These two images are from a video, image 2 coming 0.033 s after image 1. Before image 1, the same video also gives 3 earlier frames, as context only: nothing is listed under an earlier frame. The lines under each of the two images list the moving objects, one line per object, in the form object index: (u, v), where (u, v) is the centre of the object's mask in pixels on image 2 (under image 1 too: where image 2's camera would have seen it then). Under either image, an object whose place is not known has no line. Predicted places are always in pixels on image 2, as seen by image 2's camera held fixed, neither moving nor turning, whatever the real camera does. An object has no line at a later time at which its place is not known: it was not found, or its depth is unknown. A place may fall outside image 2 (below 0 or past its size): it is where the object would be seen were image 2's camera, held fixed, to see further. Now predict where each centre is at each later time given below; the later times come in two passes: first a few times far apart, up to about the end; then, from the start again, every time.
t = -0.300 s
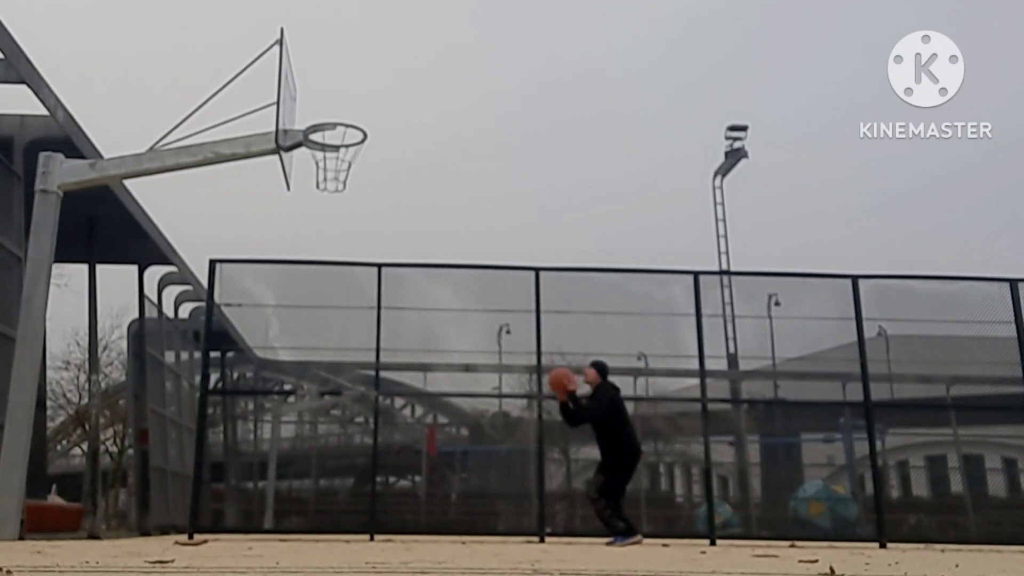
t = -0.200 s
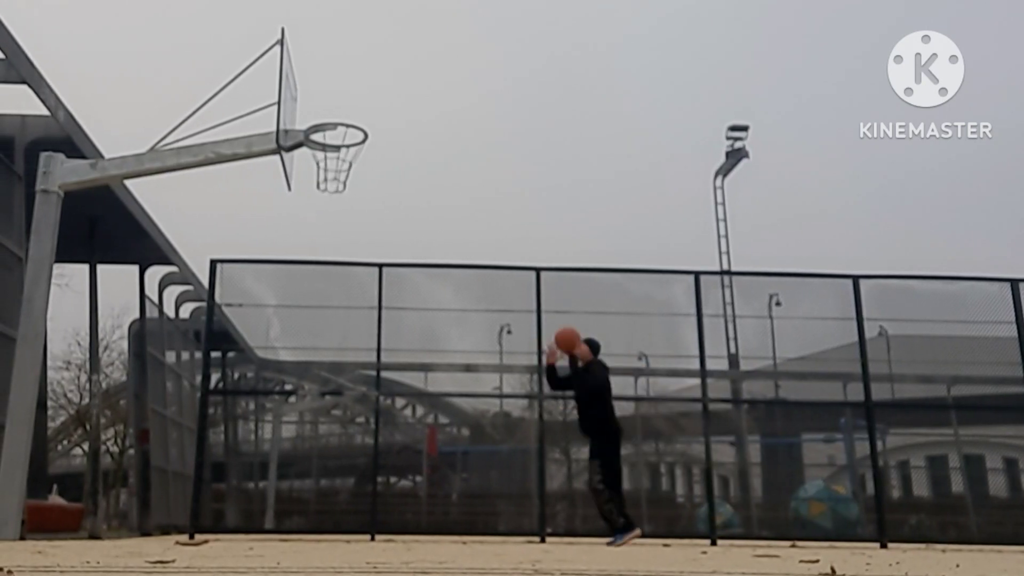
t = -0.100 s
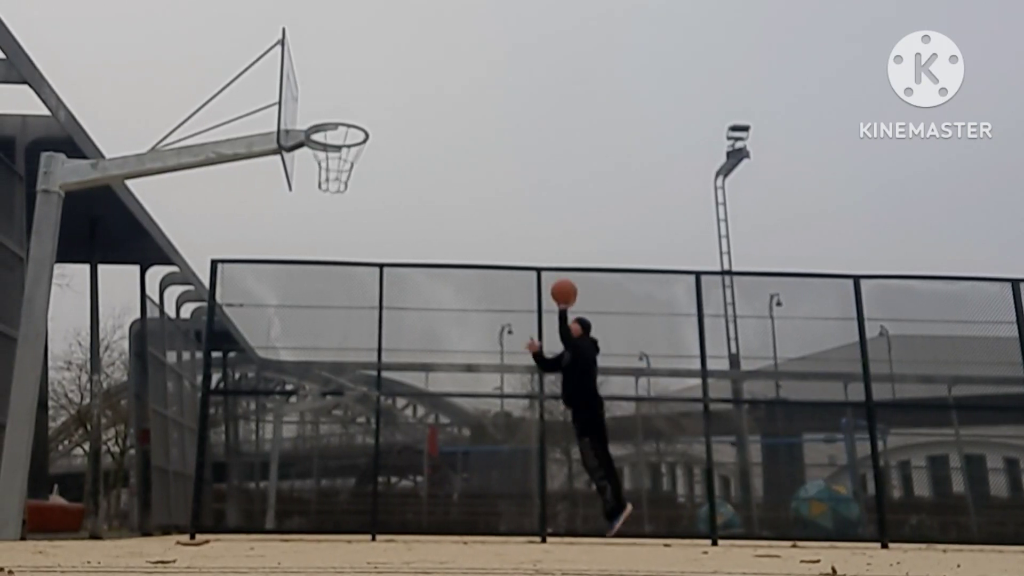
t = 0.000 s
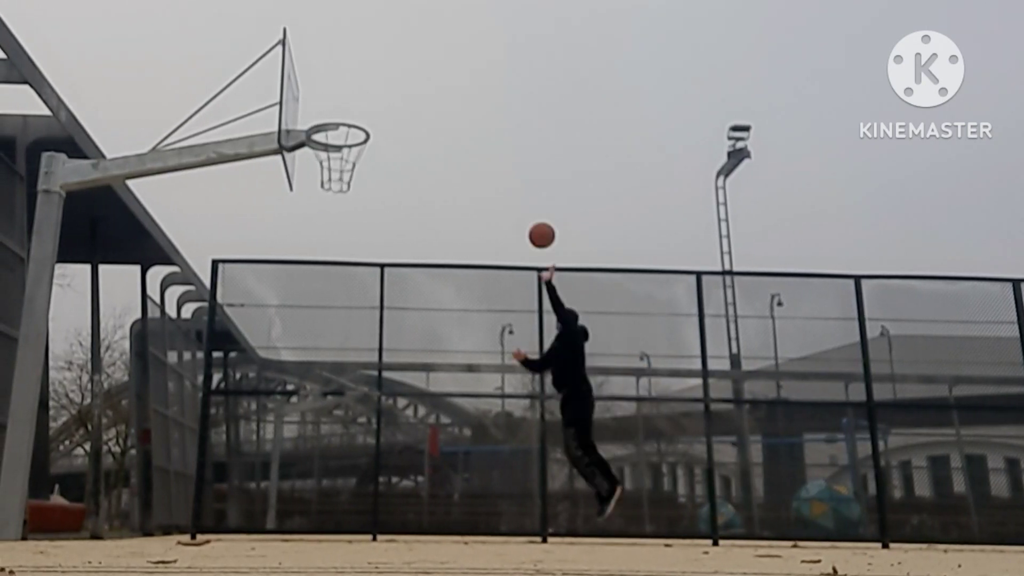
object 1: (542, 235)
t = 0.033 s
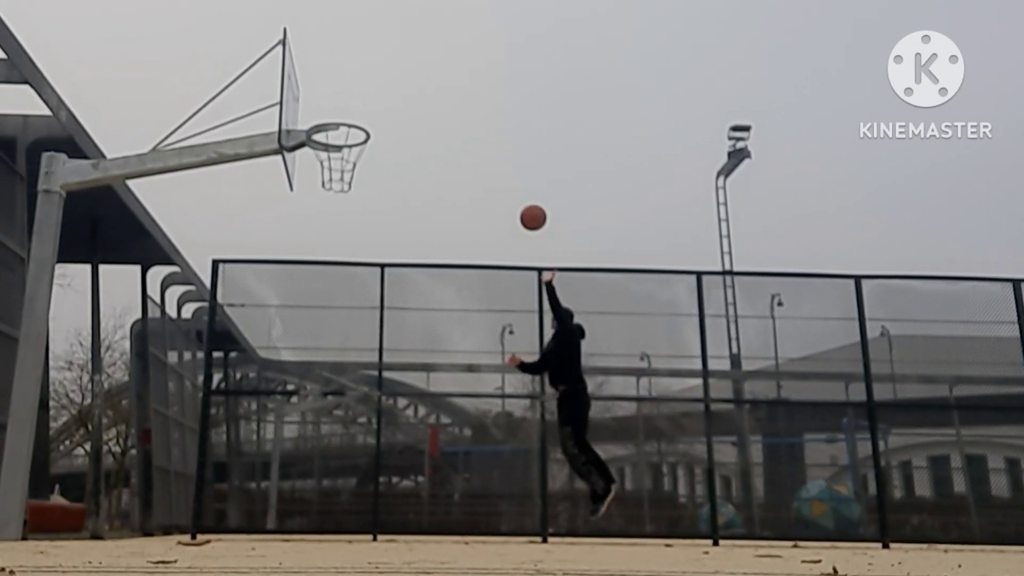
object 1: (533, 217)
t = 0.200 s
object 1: (488, 146)
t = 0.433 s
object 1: (421, 92)
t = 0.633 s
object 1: (359, 92)
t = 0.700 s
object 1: (337, 102)
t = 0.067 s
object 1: (524, 201)
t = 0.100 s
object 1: (515, 185)
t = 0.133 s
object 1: (506, 171)
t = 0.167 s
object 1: (497, 158)
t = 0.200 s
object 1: (488, 146)
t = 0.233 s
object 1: (479, 135)
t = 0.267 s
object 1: (470, 125)
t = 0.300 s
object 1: (460, 117)
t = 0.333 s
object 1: (451, 109)
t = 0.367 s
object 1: (441, 102)
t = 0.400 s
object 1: (431, 97)
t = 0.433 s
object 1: (421, 92)
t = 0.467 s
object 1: (411, 89)
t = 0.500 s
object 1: (401, 87)
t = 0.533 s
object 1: (391, 86)
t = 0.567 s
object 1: (381, 87)
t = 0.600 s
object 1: (370, 89)
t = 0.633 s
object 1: (359, 92)
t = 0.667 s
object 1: (348, 96)
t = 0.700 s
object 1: (337, 102)
